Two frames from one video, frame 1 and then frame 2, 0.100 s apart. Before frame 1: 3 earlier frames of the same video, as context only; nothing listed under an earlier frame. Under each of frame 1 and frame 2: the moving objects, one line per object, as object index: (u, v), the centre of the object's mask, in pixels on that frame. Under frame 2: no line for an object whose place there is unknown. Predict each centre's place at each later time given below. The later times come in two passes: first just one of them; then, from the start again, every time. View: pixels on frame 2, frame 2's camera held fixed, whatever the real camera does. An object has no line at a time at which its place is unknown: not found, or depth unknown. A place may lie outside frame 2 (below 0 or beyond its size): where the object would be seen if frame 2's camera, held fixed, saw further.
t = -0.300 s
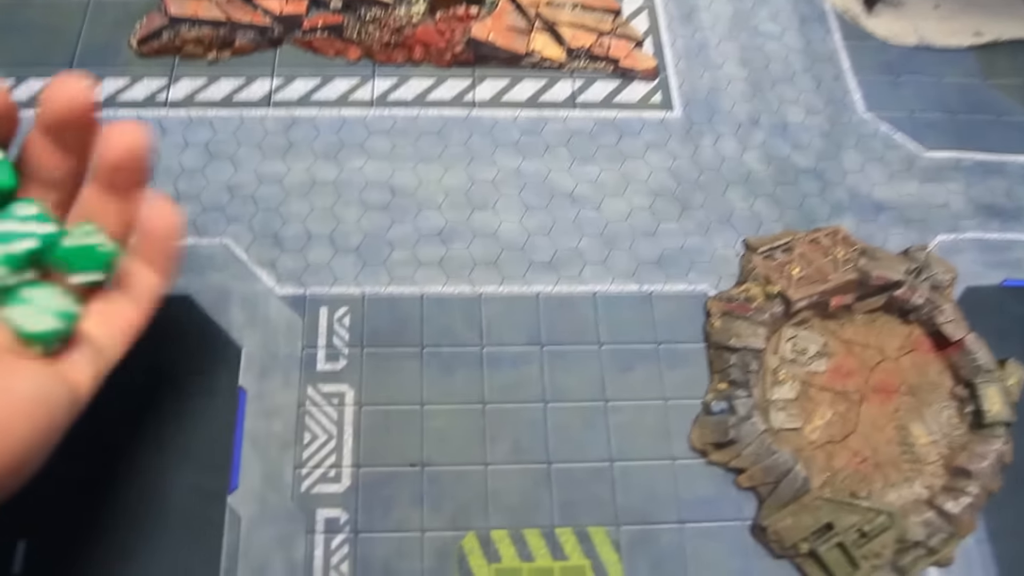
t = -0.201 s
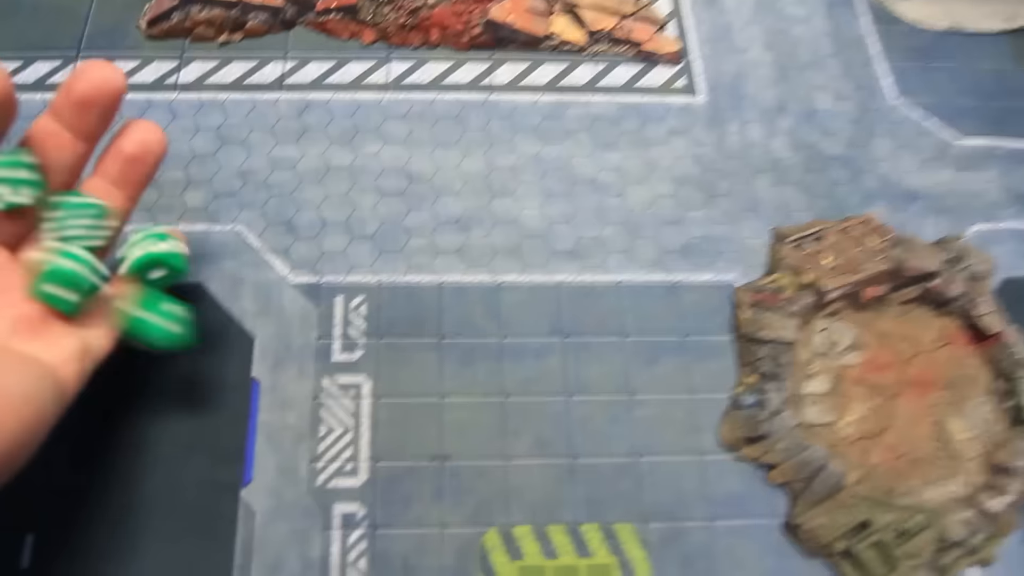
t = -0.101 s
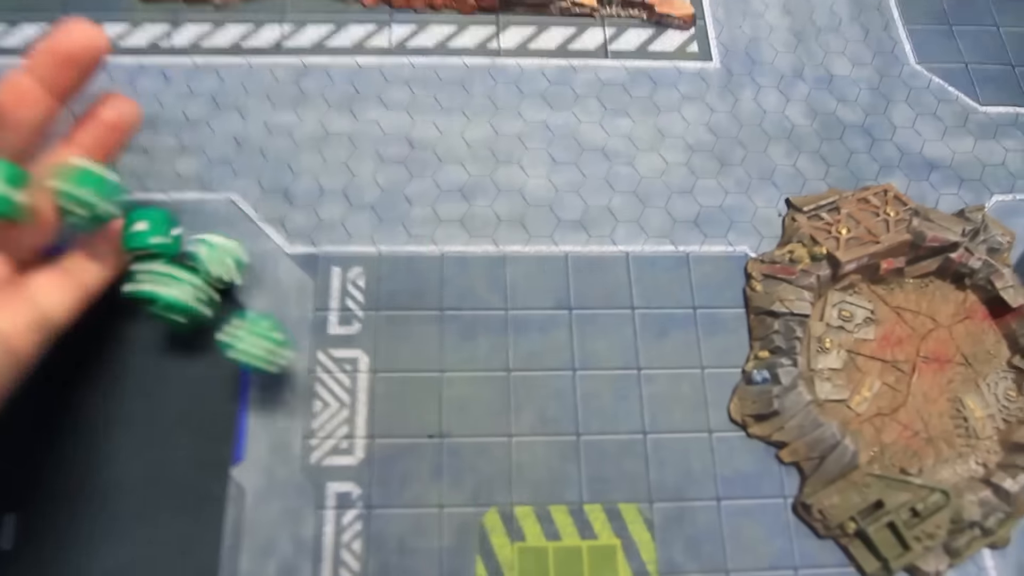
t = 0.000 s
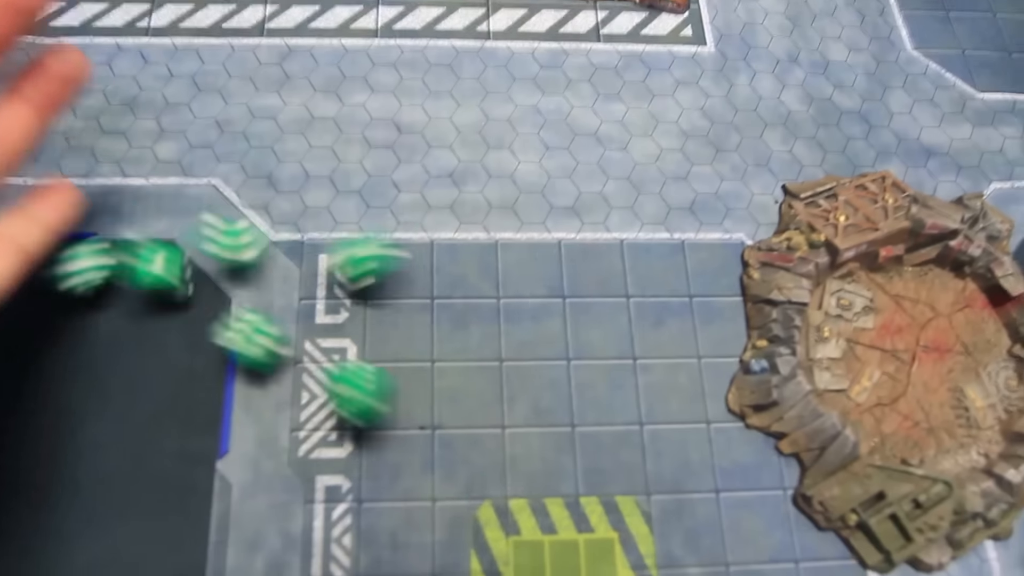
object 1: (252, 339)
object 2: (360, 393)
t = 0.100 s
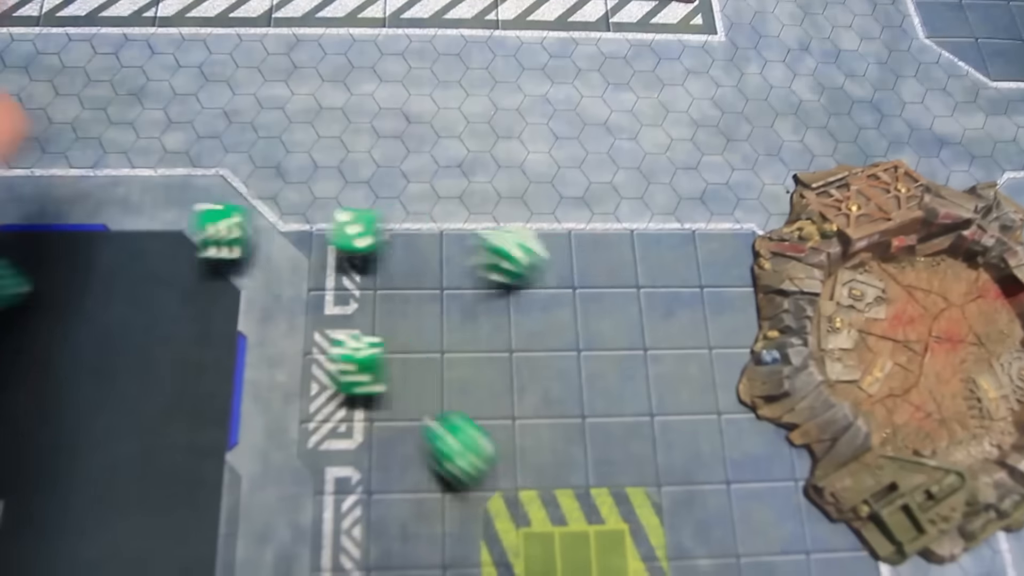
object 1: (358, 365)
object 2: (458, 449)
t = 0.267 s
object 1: (431, 373)
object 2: (576, 546)
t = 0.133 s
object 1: (383, 371)
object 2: (487, 477)
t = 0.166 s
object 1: (400, 371)
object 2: (507, 504)
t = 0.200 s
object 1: (412, 371)
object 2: (529, 525)
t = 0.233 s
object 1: (419, 372)
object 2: (554, 540)
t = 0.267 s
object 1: (431, 373)
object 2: (576, 546)
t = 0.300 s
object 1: (440, 371)
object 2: (593, 549)
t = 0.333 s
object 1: (443, 370)
